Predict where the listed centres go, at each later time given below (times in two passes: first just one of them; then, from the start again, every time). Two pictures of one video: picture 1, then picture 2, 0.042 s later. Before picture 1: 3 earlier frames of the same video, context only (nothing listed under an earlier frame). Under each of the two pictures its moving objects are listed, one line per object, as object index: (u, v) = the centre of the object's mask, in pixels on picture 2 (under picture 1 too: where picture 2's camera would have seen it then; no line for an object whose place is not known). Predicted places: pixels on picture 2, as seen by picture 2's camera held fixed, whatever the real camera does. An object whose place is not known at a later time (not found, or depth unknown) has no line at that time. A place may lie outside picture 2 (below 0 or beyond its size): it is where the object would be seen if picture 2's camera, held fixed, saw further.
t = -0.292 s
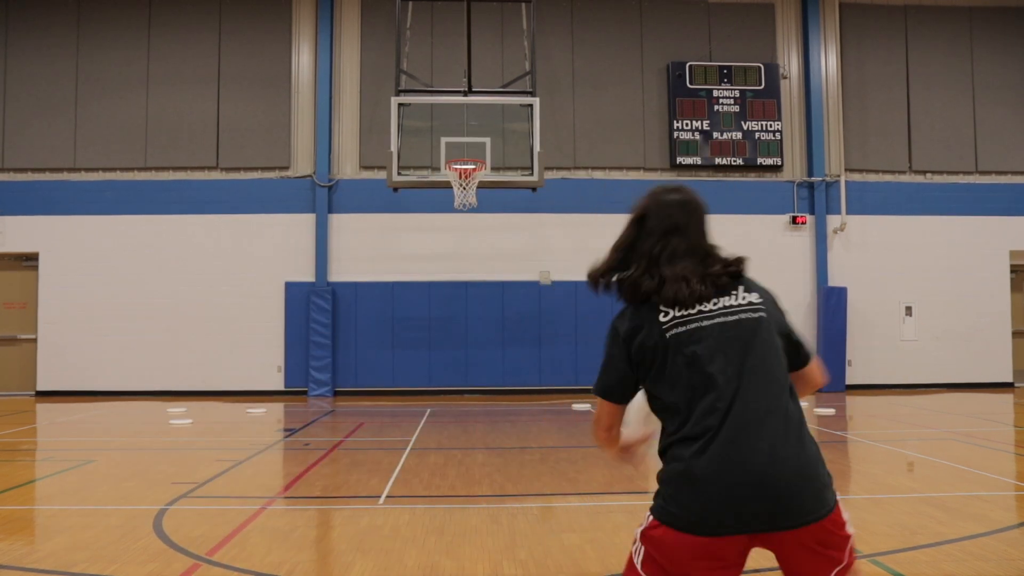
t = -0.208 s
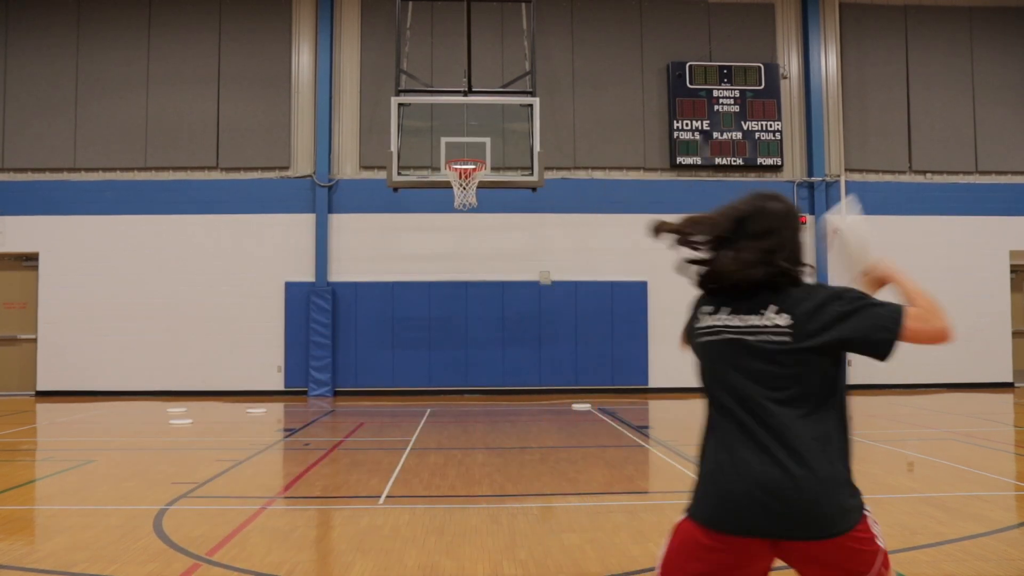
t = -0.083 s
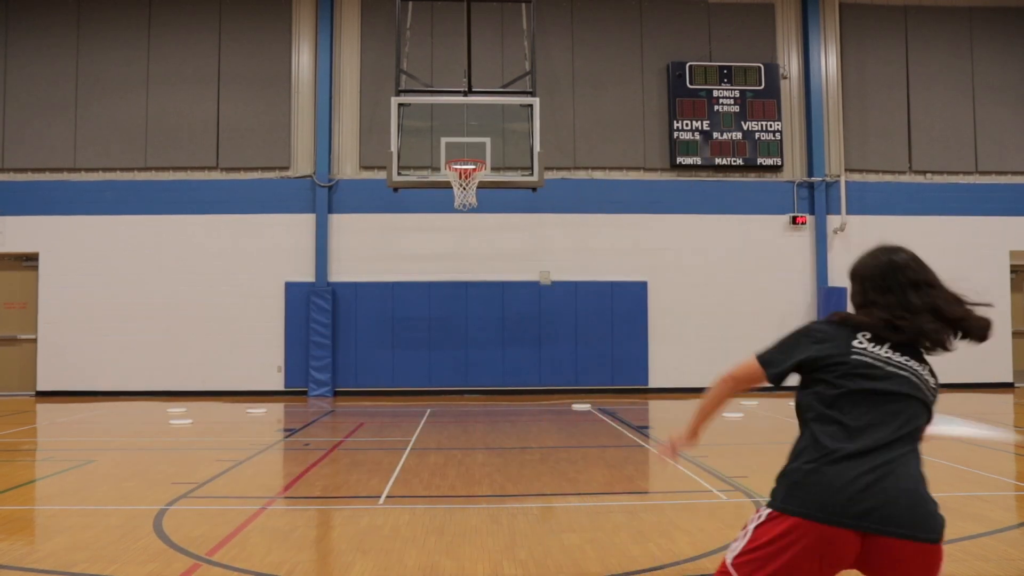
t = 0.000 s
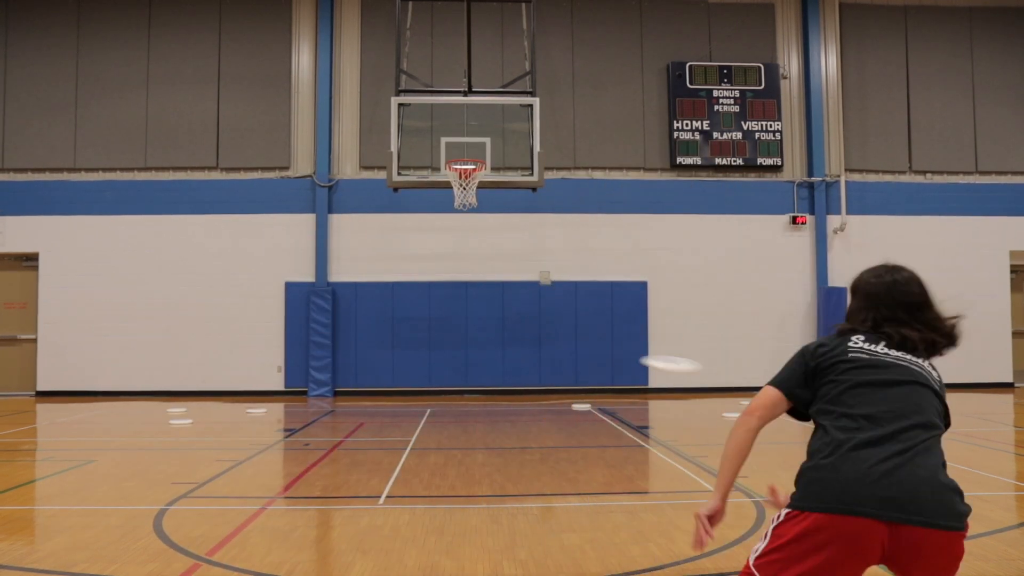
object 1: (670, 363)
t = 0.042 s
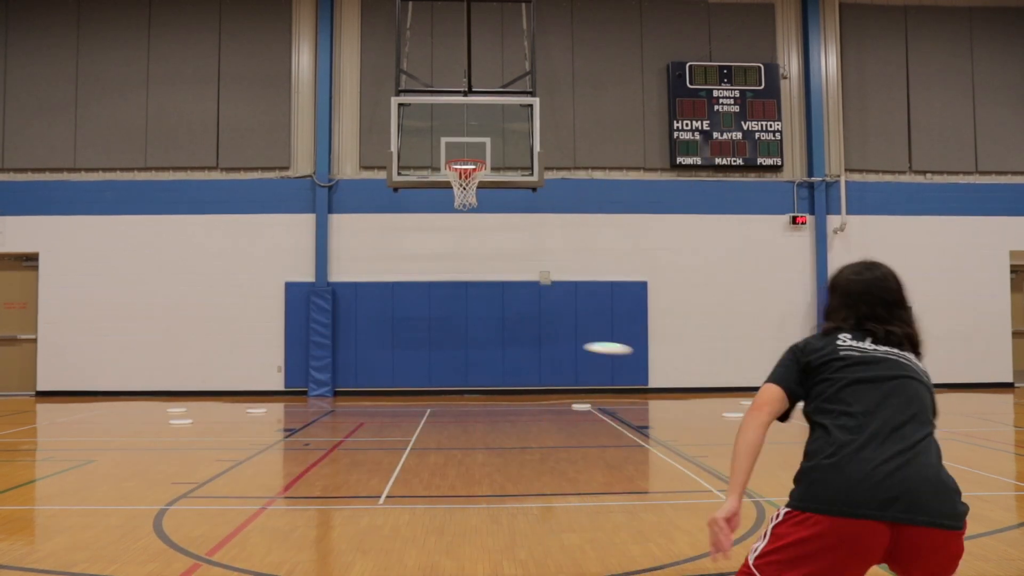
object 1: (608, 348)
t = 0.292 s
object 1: (451, 324)
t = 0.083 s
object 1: (563, 338)
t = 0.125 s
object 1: (530, 332)
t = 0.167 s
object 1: (504, 328)
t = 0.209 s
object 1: (483, 326)
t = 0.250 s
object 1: (466, 325)
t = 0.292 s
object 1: (451, 324)
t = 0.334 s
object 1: (438, 325)
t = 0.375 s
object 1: (427, 327)
